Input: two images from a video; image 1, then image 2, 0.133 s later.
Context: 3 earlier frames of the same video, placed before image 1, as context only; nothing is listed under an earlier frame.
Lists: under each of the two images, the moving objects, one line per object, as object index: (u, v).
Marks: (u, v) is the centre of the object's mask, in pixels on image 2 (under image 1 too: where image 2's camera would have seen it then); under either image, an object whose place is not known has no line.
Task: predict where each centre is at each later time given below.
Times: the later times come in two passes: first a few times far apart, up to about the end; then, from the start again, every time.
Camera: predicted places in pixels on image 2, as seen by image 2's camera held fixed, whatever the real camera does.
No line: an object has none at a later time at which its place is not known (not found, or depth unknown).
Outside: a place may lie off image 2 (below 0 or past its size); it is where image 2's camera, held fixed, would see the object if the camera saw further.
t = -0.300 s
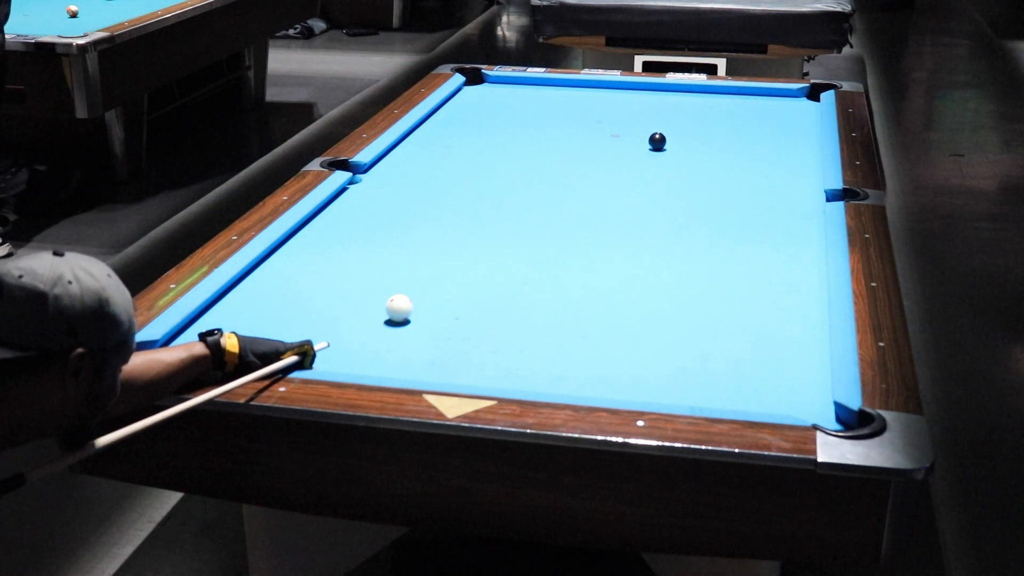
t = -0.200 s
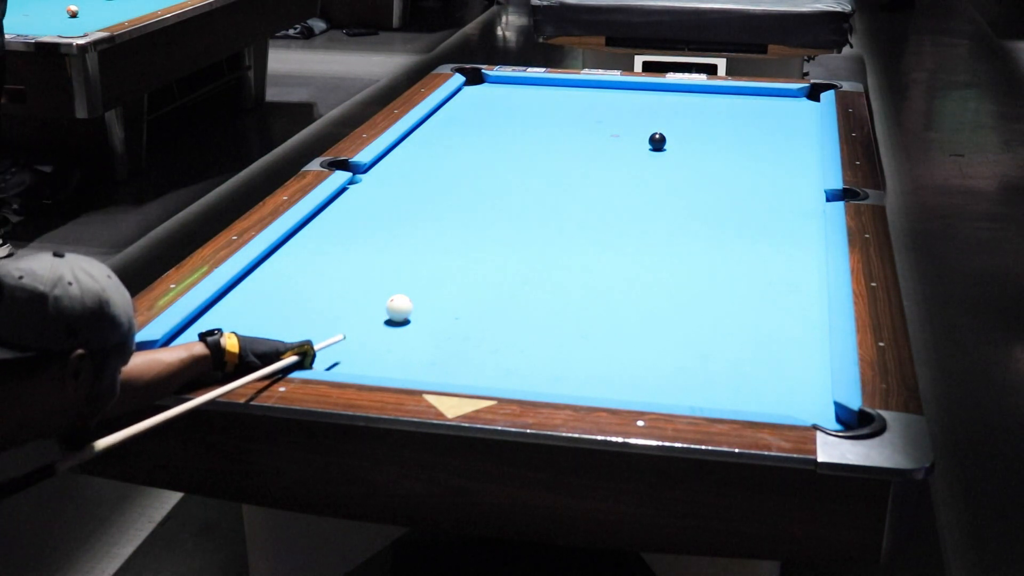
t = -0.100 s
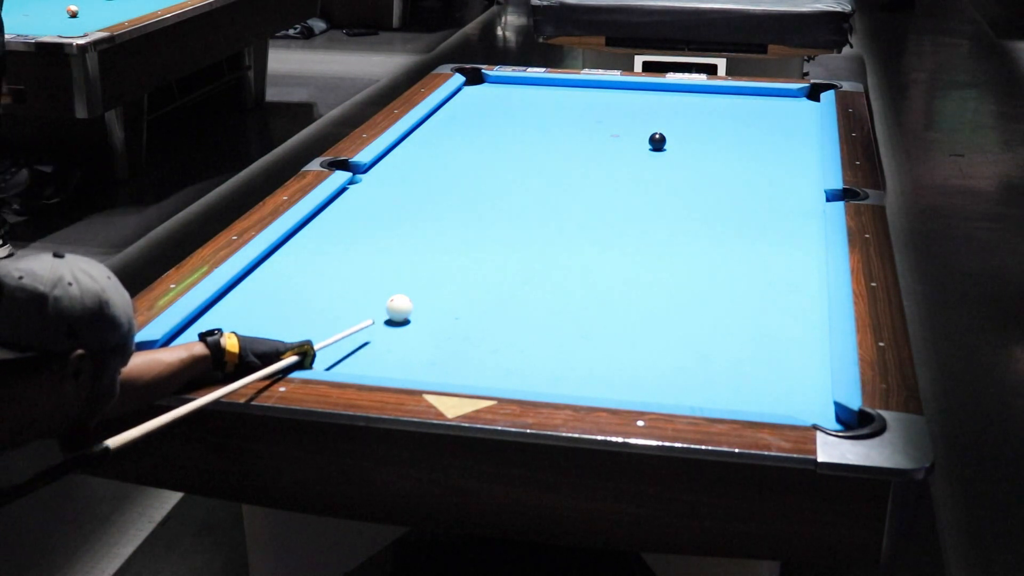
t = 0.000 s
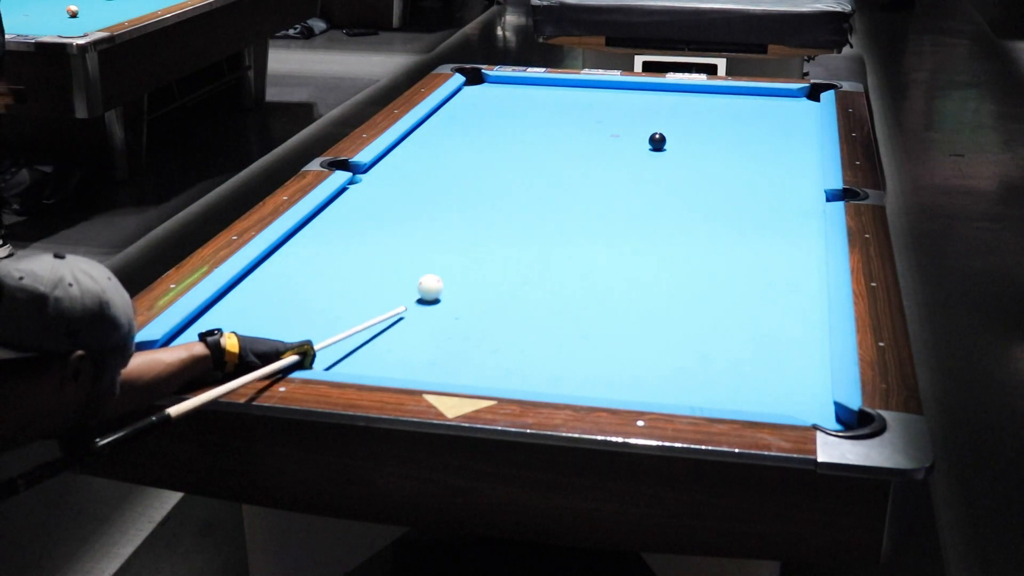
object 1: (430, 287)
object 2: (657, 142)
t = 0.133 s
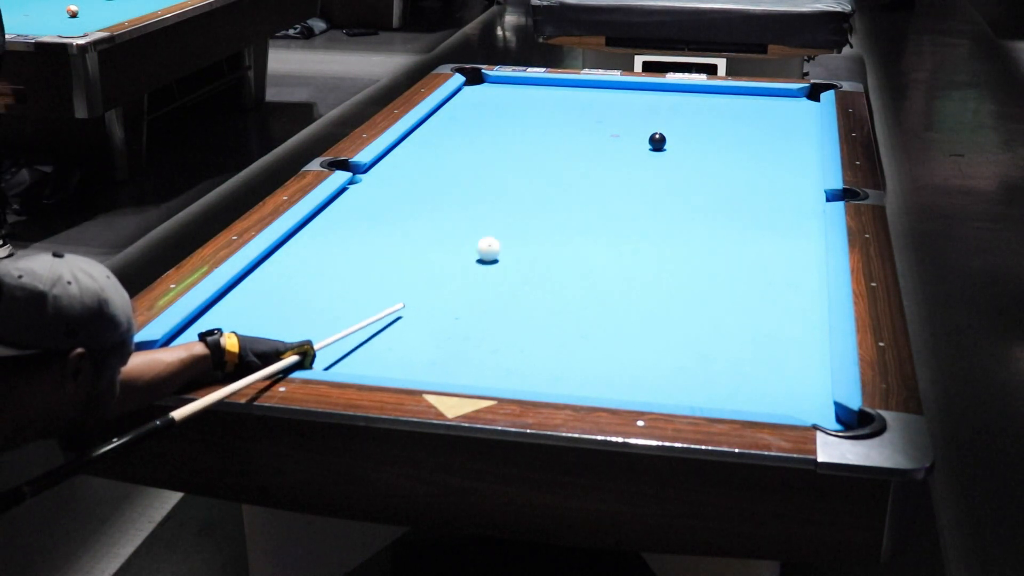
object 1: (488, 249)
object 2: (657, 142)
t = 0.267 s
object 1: (531, 221)
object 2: (657, 142)
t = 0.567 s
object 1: (602, 174)
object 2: (657, 142)
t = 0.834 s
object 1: (643, 143)
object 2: (666, 139)
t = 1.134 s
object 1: (631, 130)
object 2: (722, 121)
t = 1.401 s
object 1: (624, 119)
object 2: (762, 107)
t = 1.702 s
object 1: (617, 108)
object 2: (802, 94)
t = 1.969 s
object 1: (612, 99)
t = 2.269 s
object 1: (606, 90)
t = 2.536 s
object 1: (601, 84)
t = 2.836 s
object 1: (592, 88)
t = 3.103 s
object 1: (586, 92)
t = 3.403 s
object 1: (580, 96)
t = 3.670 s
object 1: (574, 99)
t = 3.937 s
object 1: (569, 102)
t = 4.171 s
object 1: (566, 105)
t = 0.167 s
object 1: (500, 241)
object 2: (657, 142)
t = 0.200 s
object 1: (511, 234)
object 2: (657, 142)
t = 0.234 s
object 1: (521, 227)
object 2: (657, 142)
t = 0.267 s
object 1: (531, 221)
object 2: (657, 142)
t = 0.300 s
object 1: (540, 215)
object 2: (657, 142)
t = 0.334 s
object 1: (548, 209)
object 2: (657, 142)
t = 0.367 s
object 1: (556, 204)
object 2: (657, 142)
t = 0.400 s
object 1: (564, 198)
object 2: (657, 142)
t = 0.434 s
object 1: (573, 193)
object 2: (657, 142)
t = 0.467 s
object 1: (580, 188)
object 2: (657, 142)
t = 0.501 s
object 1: (587, 183)
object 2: (657, 142)
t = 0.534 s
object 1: (595, 179)
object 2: (657, 142)
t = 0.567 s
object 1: (602, 174)
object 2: (657, 142)
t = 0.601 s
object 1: (609, 169)
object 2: (657, 142)
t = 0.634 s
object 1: (615, 165)
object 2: (657, 142)
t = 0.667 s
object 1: (622, 160)
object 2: (657, 142)
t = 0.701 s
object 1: (628, 156)
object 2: (657, 142)
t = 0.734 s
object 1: (634, 152)
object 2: (657, 142)
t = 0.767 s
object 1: (641, 148)
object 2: (657, 142)
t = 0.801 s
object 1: (645, 144)
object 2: (659, 141)
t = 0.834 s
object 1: (643, 143)
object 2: (666, 139)
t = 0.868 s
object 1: (640, 142)
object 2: (674, 136)
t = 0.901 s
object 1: (638, 141)
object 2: (682, 134)
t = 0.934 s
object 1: (637, 139)
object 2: (688, 132)
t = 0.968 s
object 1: (636, 138)
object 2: (694, 130)
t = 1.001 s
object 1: (635, 136)
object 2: (700, 128)
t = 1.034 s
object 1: (634, 135)
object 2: (705, 126)
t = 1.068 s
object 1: (633, 133)
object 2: (711, 124)
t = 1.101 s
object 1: (632, 132)
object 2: (717, 123)
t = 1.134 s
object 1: (631, 130)
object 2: (722, 121)
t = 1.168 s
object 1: (630, 129)
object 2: (727, 119)
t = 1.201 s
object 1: (629, 127)
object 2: (732, 117)
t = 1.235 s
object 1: (629, 126)
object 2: (737, 116)
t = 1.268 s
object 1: (628, 124)
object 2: (742, 114)
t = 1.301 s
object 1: (627, 123)
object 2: (748, 112)
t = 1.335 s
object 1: (626, 122)
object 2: (752, 111)
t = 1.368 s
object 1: (625, 121)
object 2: (757, 109)
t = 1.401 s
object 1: (624, 119)
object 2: (762, 107)
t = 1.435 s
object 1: (624, 118)
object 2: (767, 106)
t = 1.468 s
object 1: (623, 117)
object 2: (771, 104)
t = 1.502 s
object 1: (622, 115)
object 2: (776, 103)
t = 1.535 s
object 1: (621, 114)
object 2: (780, 101)
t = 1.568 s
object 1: (620, 113)
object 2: (785, 100)
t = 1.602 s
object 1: (620, 112)
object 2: (789, 98)
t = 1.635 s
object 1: (619, 110)
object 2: (794, 97)
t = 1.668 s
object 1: (618, 109)
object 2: (799, 95)
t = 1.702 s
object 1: (617, 108)
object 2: (802, 94)
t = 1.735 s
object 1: (617, 107)
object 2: (805, 93)
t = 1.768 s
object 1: (616, 106)
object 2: (811, 92)
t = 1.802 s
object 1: (615, 105)
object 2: (814, 93)
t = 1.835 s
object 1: (614, 104)
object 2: (814, 93)
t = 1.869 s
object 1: (614, 102)
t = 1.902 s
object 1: (613, 101)
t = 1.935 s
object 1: (612, 100)
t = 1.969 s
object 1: (612, 99)
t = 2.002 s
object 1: (611, 98)
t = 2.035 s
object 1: (610, 97)
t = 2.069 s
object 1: (609, 96)
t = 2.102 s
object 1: (609, 95)
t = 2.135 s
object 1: (608, 94)
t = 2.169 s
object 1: (608, 93)
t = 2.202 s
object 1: (607, 92)
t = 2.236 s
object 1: (606, 91)
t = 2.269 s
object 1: (606, 90)
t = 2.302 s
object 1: (605, 89)
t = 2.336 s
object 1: (605, 89)
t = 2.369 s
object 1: (604, 87)
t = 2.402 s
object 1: (603, 87)
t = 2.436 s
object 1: (603, 86)
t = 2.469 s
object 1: (602, 85)
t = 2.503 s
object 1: (602, 84)
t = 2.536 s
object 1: (601, 84)
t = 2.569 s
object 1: (600, 85)
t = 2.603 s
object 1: (599, 85)
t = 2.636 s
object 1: (598, 86)
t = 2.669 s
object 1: (597, 86)
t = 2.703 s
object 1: (596, 87)
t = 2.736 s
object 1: (595, 87)
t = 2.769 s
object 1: (594, 87)
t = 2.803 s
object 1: (593, 88)
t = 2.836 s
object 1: (592, 88)
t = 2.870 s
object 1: (591, 89)
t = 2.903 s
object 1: (590, 89)
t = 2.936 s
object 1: (589, 90)
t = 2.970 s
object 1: (589, 90)
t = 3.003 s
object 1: (588, 91)
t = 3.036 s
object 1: (587, 91)
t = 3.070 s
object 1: (586, 92)
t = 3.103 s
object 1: (586, 92)
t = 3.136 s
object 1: (585, 93)
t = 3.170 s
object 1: (584, 93)
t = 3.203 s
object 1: (583, 94)
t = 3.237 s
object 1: (584, 94)
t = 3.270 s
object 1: (582, 95)
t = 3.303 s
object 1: (581, 95)
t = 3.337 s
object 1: (581, 96)
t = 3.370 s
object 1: (580, 96)
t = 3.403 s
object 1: (580, 96)
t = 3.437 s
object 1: (579, 97)
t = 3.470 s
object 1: (578, 97)
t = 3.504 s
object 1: (578, 98)
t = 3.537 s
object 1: (577, 98)
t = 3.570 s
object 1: (577, 98)
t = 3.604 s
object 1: (576, 99)
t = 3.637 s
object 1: (575, 99)
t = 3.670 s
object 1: (574, 99)
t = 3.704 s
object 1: (574, 100)
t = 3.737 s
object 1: (573, 100)
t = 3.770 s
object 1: (572, 100)
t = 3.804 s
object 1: (572, 101)
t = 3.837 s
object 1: (571, 101)
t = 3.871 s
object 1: (571, 102)
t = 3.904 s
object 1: (570, 102)
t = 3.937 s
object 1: (569, 102)
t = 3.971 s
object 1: (569, 103)
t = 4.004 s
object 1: (568, 103)
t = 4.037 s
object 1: (568, 103)
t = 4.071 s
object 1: (567, 104)
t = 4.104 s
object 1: (567, 104)
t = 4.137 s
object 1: (566, 105)
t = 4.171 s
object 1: (566, 105)
